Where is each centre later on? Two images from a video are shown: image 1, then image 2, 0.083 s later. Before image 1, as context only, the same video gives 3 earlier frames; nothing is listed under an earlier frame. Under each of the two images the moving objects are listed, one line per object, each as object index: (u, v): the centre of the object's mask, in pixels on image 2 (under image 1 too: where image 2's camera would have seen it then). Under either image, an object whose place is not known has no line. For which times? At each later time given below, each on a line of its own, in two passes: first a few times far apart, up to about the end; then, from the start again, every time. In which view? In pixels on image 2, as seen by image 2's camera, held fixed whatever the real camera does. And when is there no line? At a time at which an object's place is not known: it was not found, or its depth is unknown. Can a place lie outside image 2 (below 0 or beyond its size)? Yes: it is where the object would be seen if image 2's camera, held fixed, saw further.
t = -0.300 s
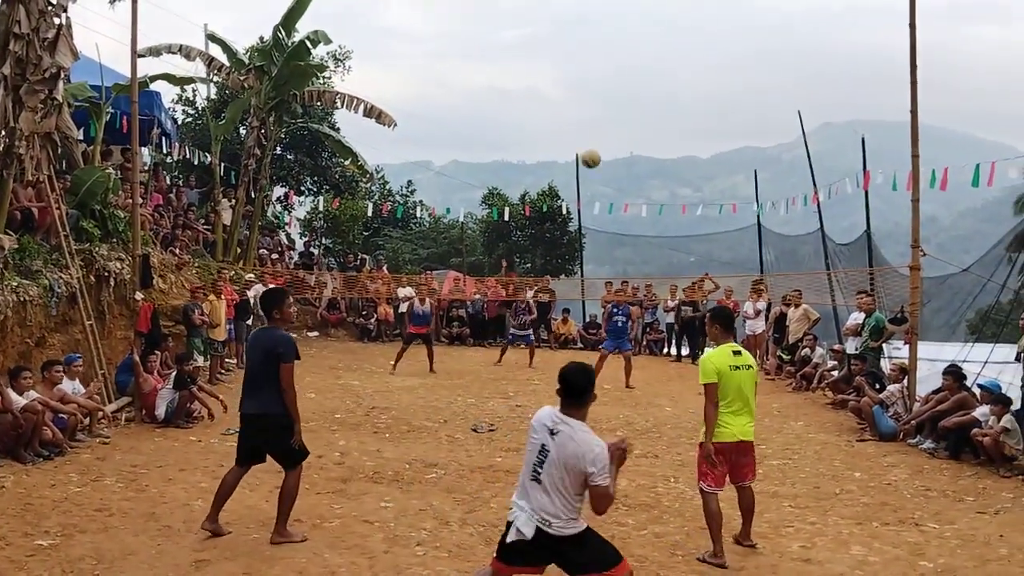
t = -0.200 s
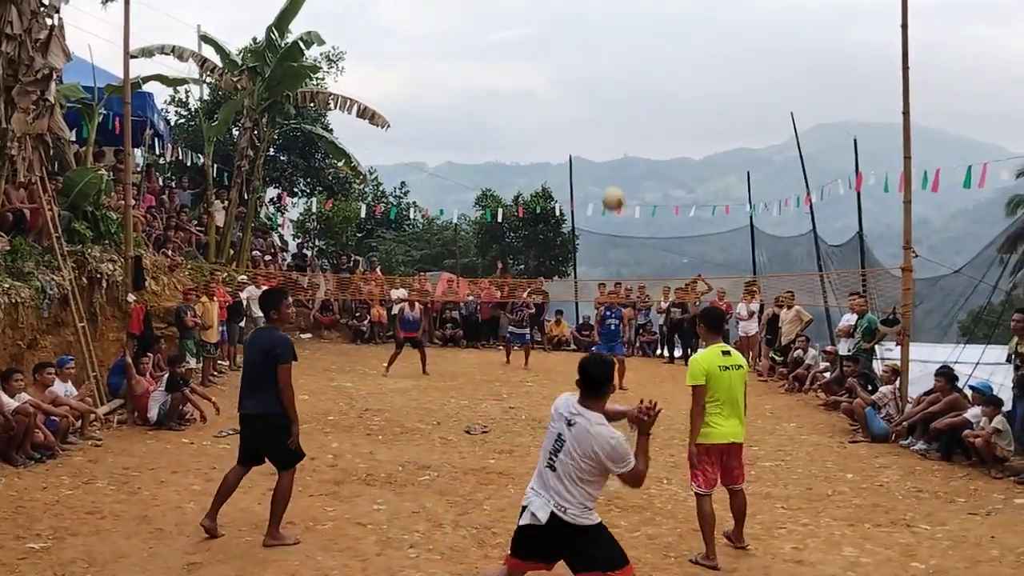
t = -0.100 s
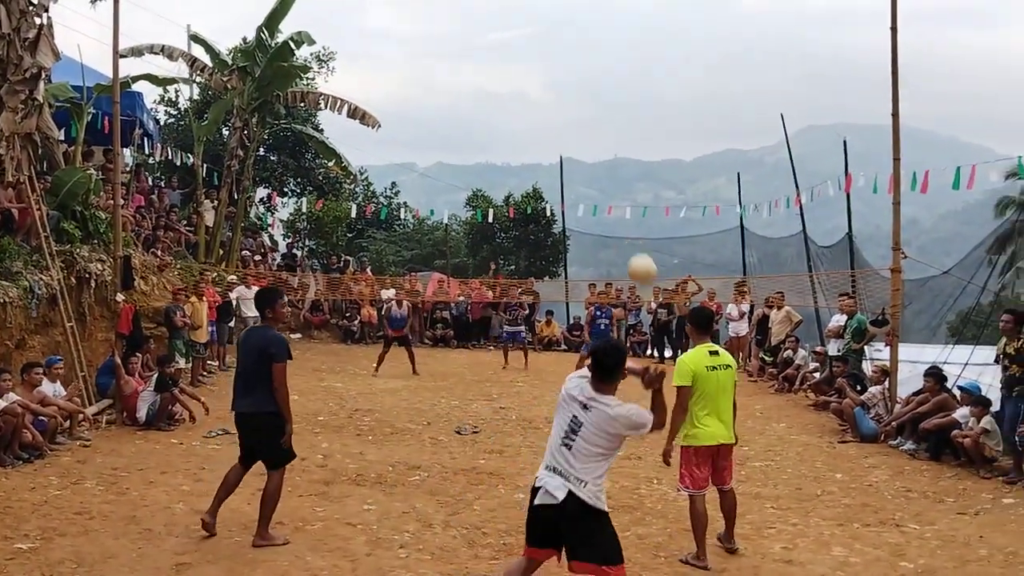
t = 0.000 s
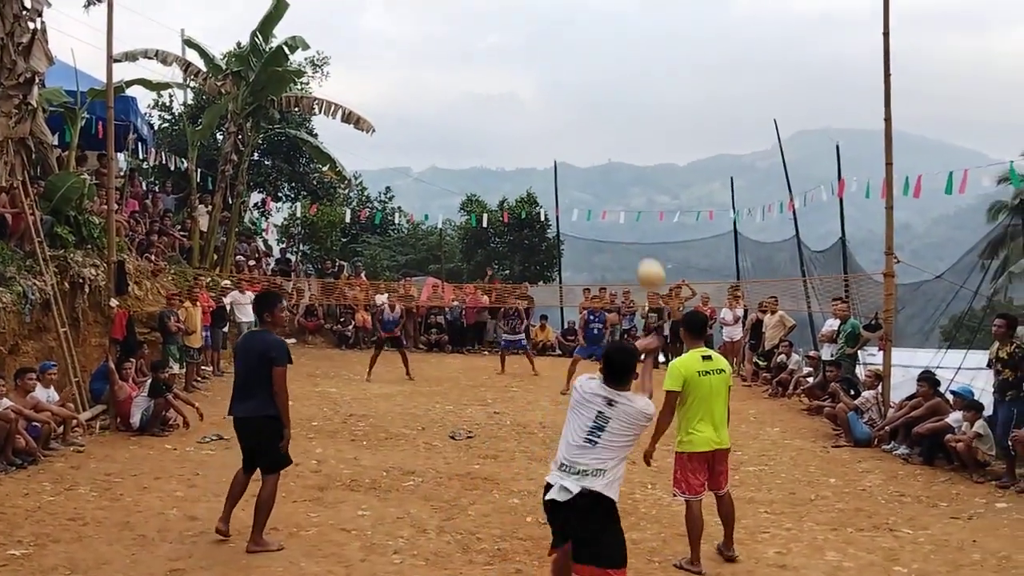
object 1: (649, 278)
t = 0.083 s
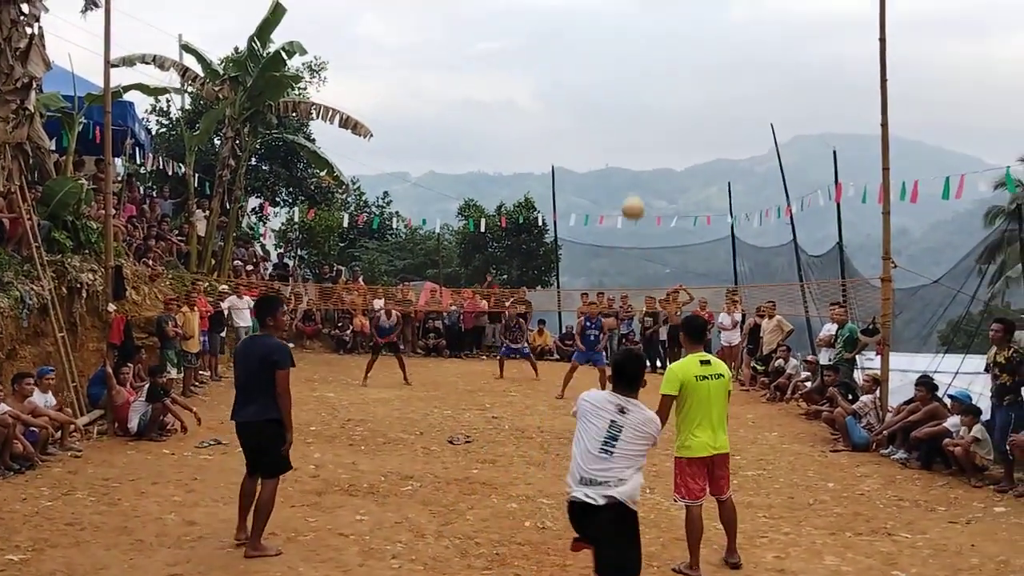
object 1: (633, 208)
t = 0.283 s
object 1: (613, 138)
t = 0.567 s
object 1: (604, 145)
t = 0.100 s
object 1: (631, 198)
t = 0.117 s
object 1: (628, 189)
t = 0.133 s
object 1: (626, 181)
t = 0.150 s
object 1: (624, 174)
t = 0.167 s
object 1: (622, 167)
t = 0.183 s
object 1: (620, 161)
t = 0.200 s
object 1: (619, 155)
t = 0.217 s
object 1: (618, 150)
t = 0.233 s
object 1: (617, 147)
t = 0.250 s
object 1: (616, 143)
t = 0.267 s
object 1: (614, 140)
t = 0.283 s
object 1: (613, 138)
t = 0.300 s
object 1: (612, 135)
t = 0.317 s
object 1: (612, 134)
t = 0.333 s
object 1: (611, 133)
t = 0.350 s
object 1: (611, 132)
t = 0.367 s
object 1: (610, 131)
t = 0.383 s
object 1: (609, 131)
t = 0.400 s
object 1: (609, 131)
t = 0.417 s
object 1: (609, 131)
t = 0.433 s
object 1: (608, 132)
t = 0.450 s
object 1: (607, 133)
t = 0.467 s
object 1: (607, 134)
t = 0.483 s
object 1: (606, 135)
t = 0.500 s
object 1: (606, 137)
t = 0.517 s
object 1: (605, 138)
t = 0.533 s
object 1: (605, 140)
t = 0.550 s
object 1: (605, 142)
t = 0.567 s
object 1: (604, 145)
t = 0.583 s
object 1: (603, 147)
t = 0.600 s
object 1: (603, 150)
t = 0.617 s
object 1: (602, 152)
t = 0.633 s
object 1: (602, 155)
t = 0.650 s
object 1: (601, 158)
